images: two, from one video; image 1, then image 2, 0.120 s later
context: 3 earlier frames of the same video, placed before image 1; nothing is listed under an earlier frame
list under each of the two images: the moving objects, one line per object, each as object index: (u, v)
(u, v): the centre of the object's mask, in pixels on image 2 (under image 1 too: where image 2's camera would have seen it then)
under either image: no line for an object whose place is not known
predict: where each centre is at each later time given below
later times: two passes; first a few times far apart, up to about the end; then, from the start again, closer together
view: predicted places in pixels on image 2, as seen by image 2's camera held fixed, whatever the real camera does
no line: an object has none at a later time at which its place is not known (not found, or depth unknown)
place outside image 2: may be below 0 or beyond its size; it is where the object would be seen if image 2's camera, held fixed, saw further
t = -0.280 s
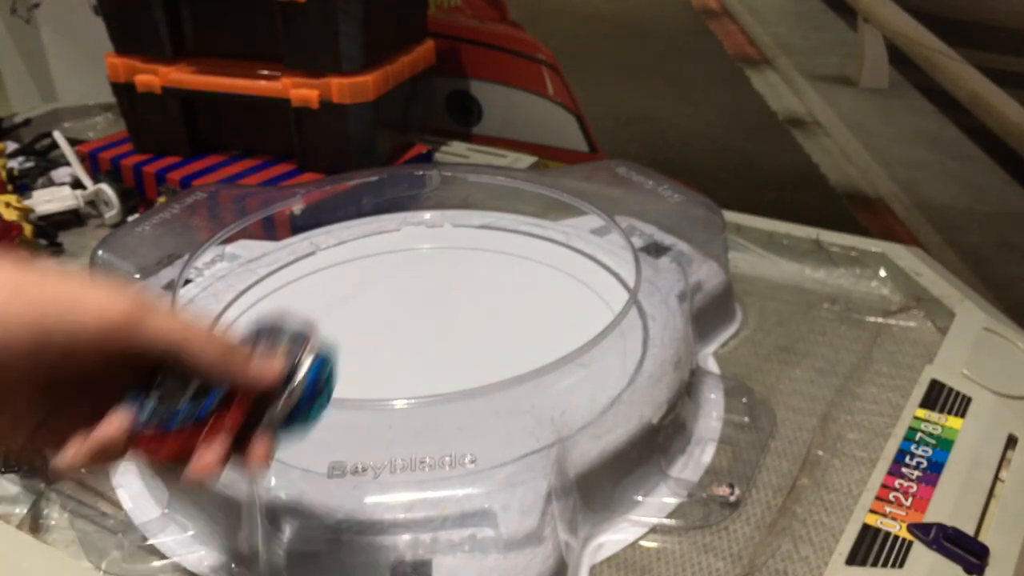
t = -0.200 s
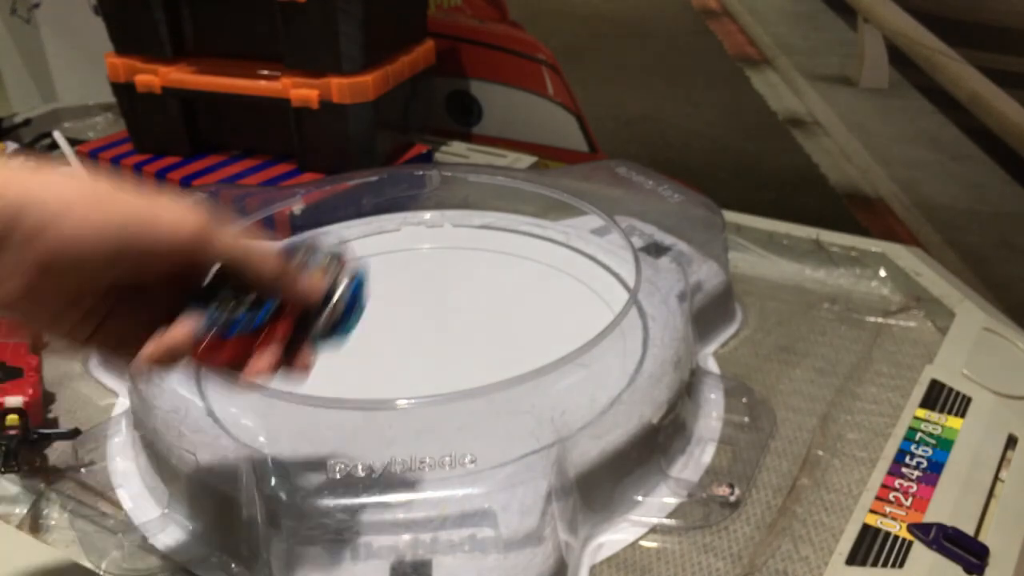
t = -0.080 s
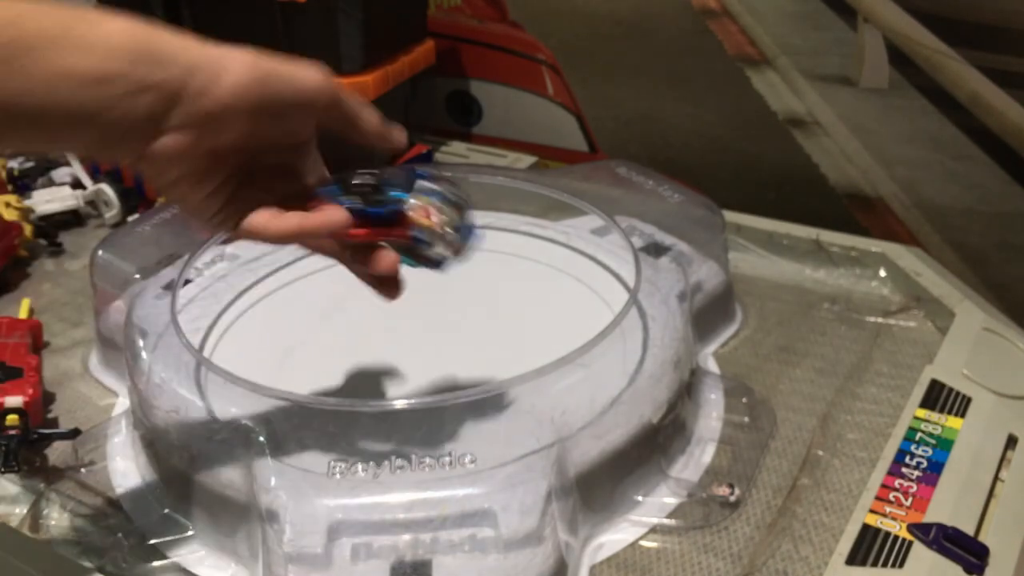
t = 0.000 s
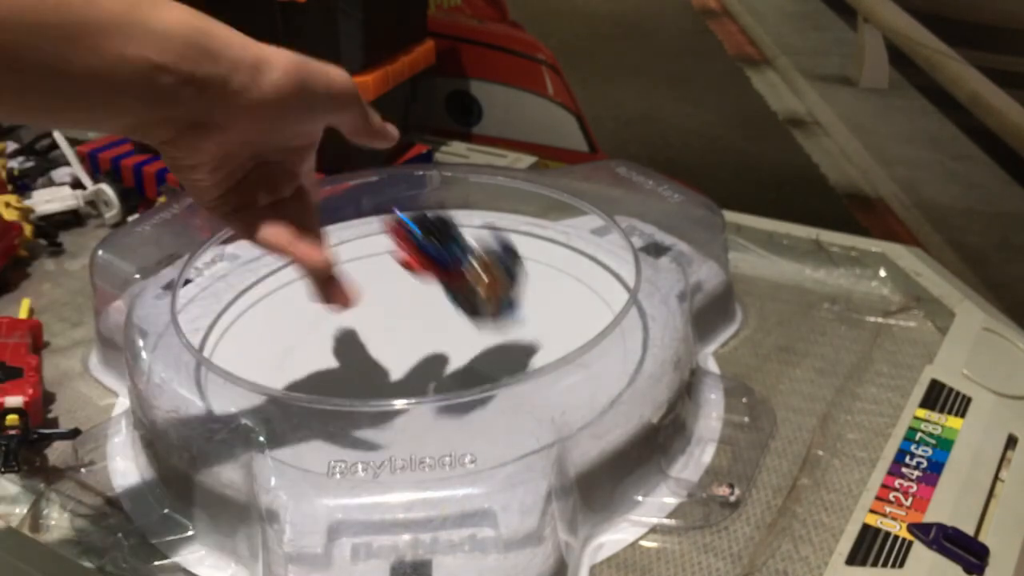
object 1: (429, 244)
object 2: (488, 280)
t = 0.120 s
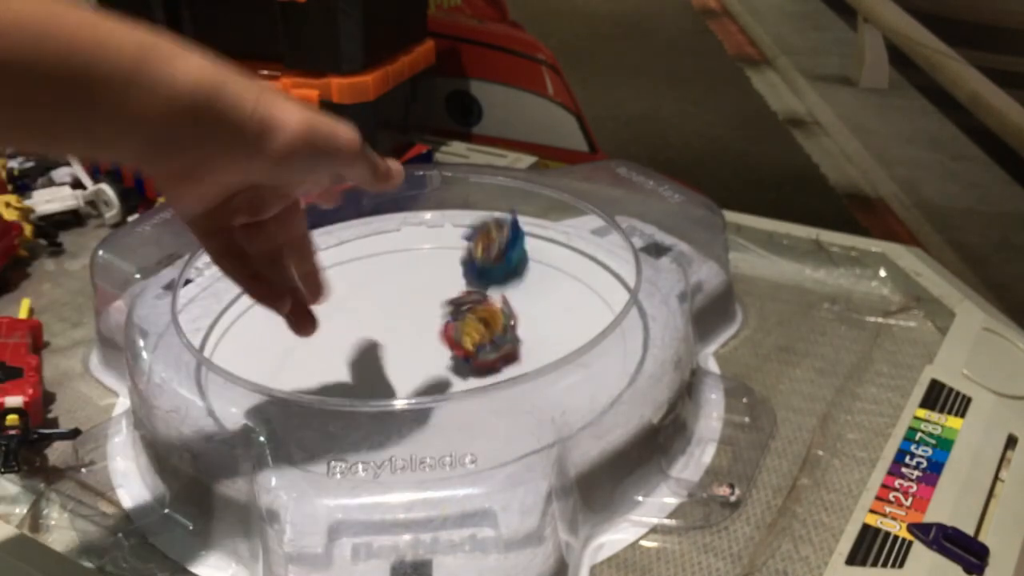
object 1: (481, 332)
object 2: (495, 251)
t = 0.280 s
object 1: (464, 326)
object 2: (468, 217)
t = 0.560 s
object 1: (452, 350)
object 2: (460, 284)
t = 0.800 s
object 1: (459, 354)
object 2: (418, 311)
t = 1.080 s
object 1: (461, 354)
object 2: (430, 310)
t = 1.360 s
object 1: (462, 354)
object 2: (430, 311)
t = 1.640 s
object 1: (462, 355)
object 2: (432, 311)
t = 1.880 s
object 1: (462, 355)
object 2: (428, 312)
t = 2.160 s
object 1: (462, 355)
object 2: (429, 312)
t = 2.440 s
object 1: (462, 355)
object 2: (429, 312)
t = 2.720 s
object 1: (462, 356)
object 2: (429, 313)
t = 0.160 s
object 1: (483, 328)
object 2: (486, 227)
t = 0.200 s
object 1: (482, 328)
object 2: (478, 218)
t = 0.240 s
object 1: (476, 325)
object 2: (474, 212)
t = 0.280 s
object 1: (464, 326)
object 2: (468, 217)
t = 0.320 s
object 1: (459, 330)
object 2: (467, 220)
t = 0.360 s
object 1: (454, 334)
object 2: (466, 229)
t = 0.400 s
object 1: (451, 337)
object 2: (466, 238)
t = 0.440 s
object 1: (449, 341)
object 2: (468, 249)
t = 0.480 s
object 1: (449, 346)
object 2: (469, 271)
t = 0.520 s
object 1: (450, 349)
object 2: (465, 277)
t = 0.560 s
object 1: (452, 350)
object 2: (460, 284)
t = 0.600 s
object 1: (453, 351)
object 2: (451, 289)
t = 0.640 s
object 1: (454, 352)
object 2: (438, 297)
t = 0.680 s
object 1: (456, 353)
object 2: (422, 307)
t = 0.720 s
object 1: (457, 353)
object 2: (419, 310)
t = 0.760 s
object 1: (458, 354)
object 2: (418, 311)
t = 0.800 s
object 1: (459, 354)
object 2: (418, 311)
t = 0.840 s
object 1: (460, 354)
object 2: (418, 311)
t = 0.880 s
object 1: (460, 354)
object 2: (419, 311)
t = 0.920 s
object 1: (461, 356)
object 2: (423, 312)
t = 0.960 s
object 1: (462, 355)
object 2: (426, 312)
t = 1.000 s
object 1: (462, 356)
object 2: (427, 312)
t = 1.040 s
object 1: (462, 355)
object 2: (430, 312)
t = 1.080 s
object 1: (461, 354)
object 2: (430, 310)
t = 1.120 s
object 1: (462, 355)
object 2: (436, 308)
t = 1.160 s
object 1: (461, 355)
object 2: (437, 308)
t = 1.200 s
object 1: (462, 355)
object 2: (437, 308)
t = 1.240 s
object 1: (462, 354)
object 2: (437, 308)
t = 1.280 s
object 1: (462, 355)
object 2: (436, 309)
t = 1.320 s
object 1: (462, 354)
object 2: (432, 307)
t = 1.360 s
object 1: (462, 354)
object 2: (430, 311)
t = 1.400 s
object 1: (462, 355)
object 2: (429, 312)
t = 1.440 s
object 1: (462, 355)
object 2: (427, 312)
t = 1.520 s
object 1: (462, 355)
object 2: (430, 312)
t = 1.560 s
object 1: (462, 355)
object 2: (430, 311)
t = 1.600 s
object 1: (462, 355)
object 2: (431, 311)
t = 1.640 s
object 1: (462, 355)
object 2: (432, 311)
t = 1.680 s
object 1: (462, 355)
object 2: (432, 311)
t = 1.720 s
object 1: (462, 355)
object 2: (431, 311)
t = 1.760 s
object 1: (462, 355)
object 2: (431, 311)
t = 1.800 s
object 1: (462, 355)
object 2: (430, 312)
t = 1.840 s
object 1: (462, 355)
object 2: (429, 312)
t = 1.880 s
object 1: (462, 355)
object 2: (428, 312)
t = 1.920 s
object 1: (462, 355)
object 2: (428, 312)
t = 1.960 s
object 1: (462, 355)
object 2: (429, 312)
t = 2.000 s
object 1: (462, 355)
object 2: (430, 312)
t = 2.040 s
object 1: (462, 355)
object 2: (430, 312)
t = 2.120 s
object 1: (463, 356)
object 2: (430, 312)
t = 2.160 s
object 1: (462, 355)
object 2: (429, 312)
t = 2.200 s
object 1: (461, 355)
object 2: (429, 312)
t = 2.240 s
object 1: (462, 356)
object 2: (428, 313)
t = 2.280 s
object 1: (462, 356)
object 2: (428, 313)
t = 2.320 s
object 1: (462, 355)
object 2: (429, 313)
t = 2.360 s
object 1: (462, 356)
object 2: (429, 312)
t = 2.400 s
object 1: (462, 355)
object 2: (430, 312)
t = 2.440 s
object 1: (462, 355)
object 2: (429, 312)
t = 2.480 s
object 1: (462, 355)
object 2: (429, 313)
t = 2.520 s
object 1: (462, 356)
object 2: (429, 313)
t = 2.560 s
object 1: (462, 356)
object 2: (428, 313)
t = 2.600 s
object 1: (462, 356)
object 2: (428, 313)
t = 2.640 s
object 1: (462, 356)
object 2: (429, 313)
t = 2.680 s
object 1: (462, 356)
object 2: (429, 313)
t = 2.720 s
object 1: (462, 356)
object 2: (429, 313)
